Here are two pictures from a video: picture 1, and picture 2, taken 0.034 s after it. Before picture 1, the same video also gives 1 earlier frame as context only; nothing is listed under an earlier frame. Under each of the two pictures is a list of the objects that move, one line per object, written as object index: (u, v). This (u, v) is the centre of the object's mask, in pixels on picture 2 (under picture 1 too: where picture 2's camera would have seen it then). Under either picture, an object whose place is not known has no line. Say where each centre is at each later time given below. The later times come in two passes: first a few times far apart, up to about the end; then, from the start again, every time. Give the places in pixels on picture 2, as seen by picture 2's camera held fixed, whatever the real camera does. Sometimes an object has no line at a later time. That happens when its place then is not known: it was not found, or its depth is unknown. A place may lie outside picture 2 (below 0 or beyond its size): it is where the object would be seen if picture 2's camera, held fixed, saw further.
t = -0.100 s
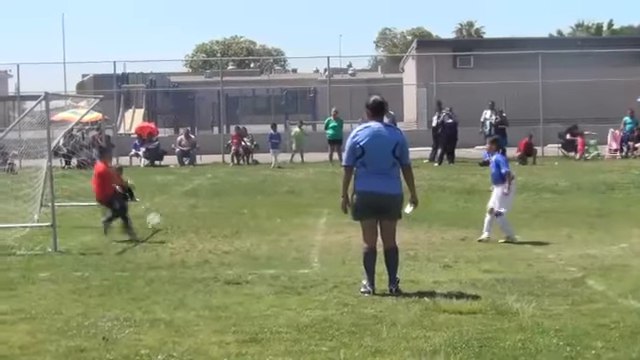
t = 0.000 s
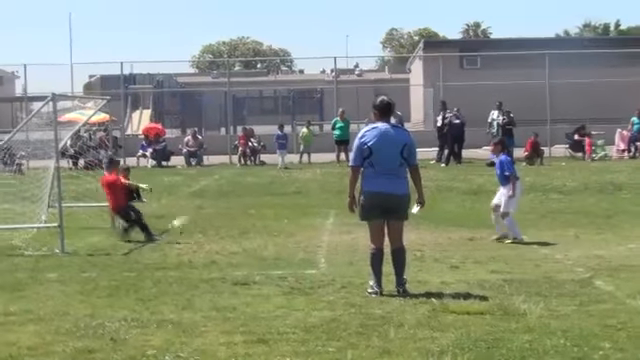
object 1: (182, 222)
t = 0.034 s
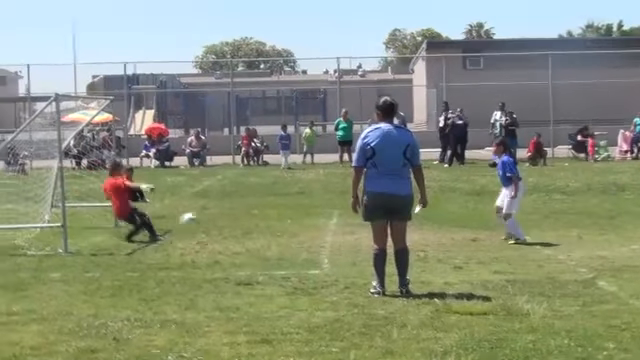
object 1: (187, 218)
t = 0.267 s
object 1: (237, 205)
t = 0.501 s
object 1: (287, 237)
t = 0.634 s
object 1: (315, 222)
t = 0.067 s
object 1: (195, 214)
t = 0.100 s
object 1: (201, 210)
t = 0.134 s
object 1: (208, 206)
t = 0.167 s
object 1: (217, 206)
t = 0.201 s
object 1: (223, 204)
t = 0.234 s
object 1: (229, 204)
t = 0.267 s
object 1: (237, 205)
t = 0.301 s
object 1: (244, 207)
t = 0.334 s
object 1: (252, 210)
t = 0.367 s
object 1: (257, 213)
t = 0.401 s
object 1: (265, 216)
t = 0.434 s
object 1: (274, 224)
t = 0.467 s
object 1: (280, 230)
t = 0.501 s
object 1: (287, 237)
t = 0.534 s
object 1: (294, 234)
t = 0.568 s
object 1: (301, 228)
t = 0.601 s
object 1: (307, 225)
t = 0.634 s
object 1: (315, 222)
